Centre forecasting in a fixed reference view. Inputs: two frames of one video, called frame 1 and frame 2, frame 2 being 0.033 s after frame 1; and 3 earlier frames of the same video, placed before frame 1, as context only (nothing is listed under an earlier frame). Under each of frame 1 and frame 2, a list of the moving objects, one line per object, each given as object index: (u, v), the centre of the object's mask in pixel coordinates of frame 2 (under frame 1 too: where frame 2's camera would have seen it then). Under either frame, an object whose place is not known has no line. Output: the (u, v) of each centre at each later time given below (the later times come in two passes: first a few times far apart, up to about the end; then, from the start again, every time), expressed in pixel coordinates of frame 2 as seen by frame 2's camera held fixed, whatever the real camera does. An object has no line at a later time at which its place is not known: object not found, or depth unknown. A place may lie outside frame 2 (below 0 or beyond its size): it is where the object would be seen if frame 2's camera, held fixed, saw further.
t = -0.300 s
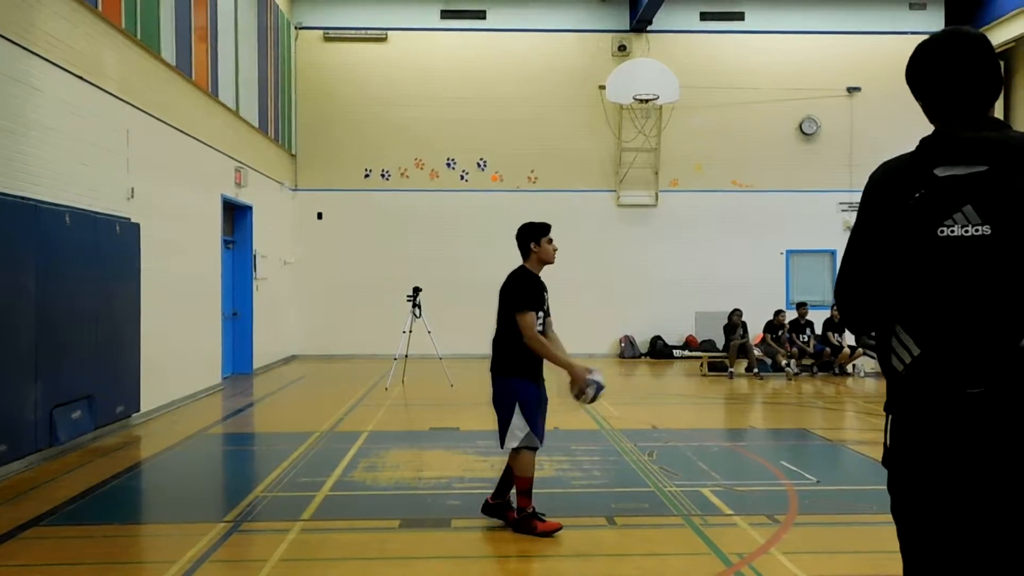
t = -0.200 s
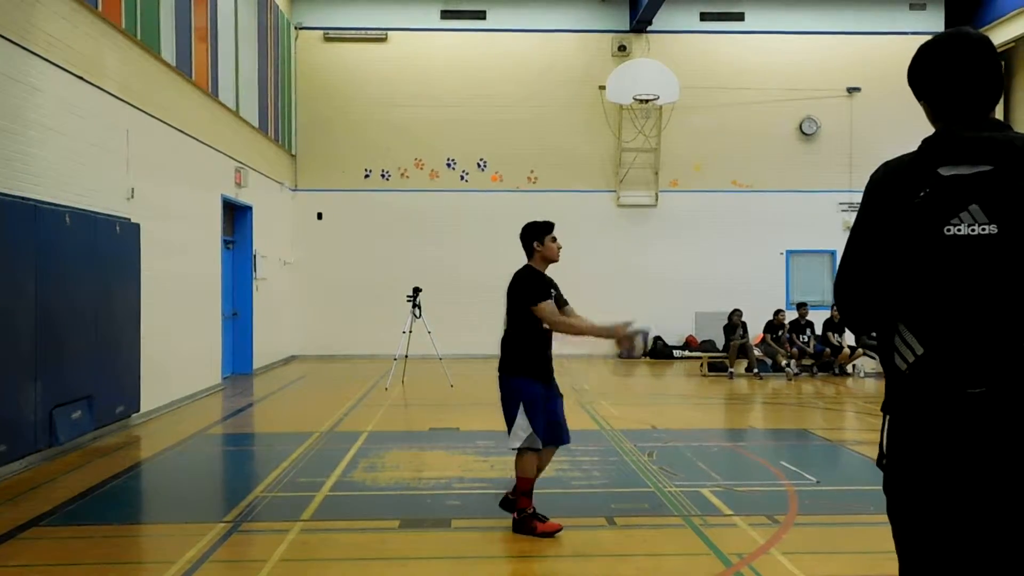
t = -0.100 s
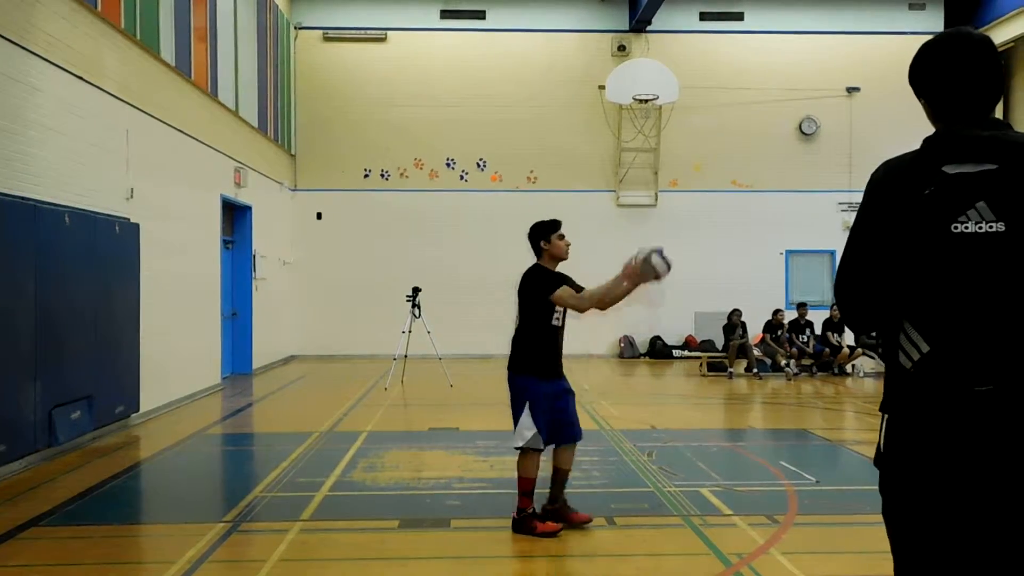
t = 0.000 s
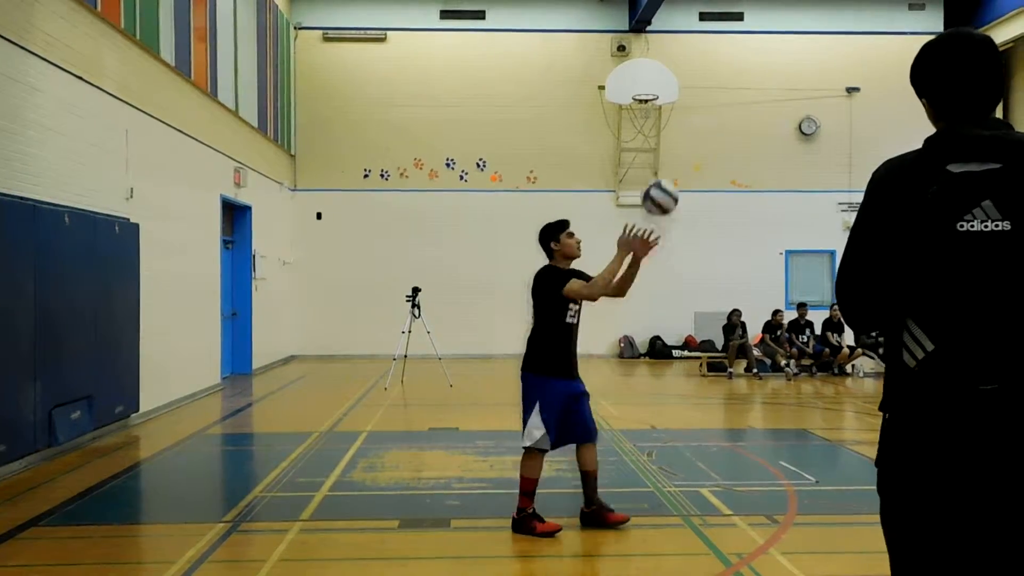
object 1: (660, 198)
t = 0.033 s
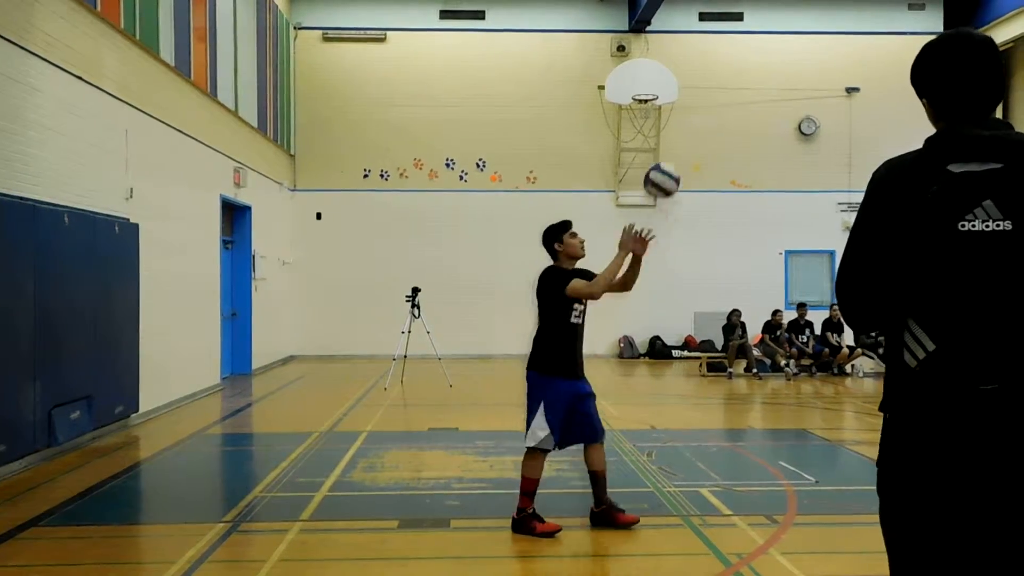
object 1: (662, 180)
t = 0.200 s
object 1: (671, 125)
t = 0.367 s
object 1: (681, 117)
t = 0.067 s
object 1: (663, 166)
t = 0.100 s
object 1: (665, 153)
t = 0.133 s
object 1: (666, 142)
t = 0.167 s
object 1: (668, 133)
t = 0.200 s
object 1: (671, 125)
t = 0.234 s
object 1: (673, 120)
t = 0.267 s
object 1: (675, 116)
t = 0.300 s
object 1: (677, 115)
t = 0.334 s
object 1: (679, 115)
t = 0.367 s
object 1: (681, 117)
